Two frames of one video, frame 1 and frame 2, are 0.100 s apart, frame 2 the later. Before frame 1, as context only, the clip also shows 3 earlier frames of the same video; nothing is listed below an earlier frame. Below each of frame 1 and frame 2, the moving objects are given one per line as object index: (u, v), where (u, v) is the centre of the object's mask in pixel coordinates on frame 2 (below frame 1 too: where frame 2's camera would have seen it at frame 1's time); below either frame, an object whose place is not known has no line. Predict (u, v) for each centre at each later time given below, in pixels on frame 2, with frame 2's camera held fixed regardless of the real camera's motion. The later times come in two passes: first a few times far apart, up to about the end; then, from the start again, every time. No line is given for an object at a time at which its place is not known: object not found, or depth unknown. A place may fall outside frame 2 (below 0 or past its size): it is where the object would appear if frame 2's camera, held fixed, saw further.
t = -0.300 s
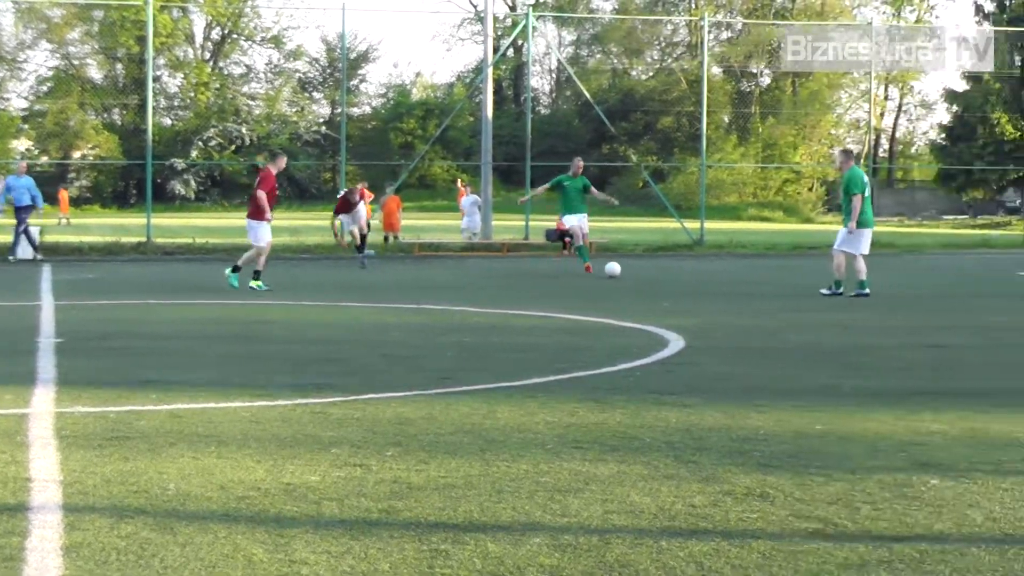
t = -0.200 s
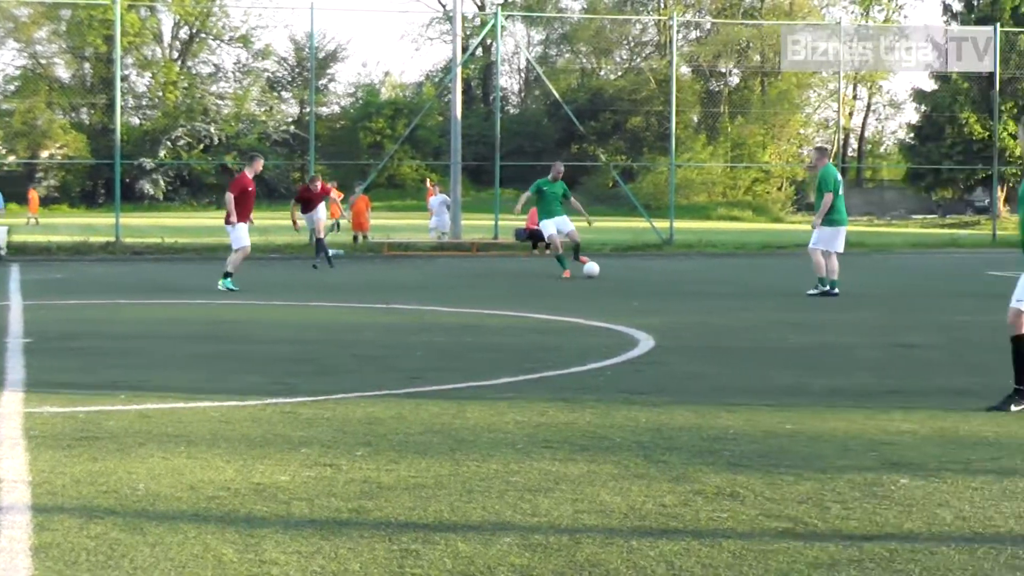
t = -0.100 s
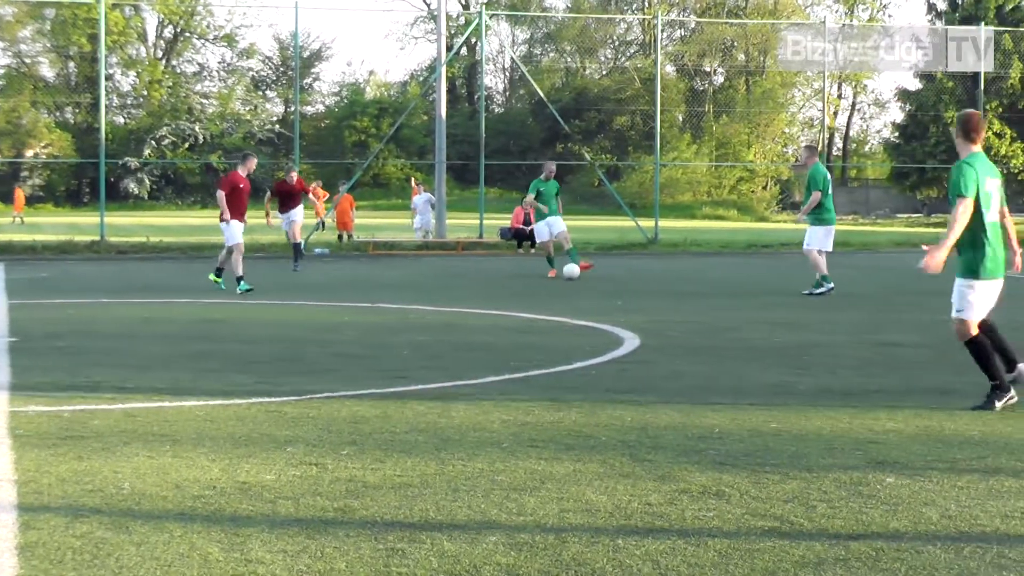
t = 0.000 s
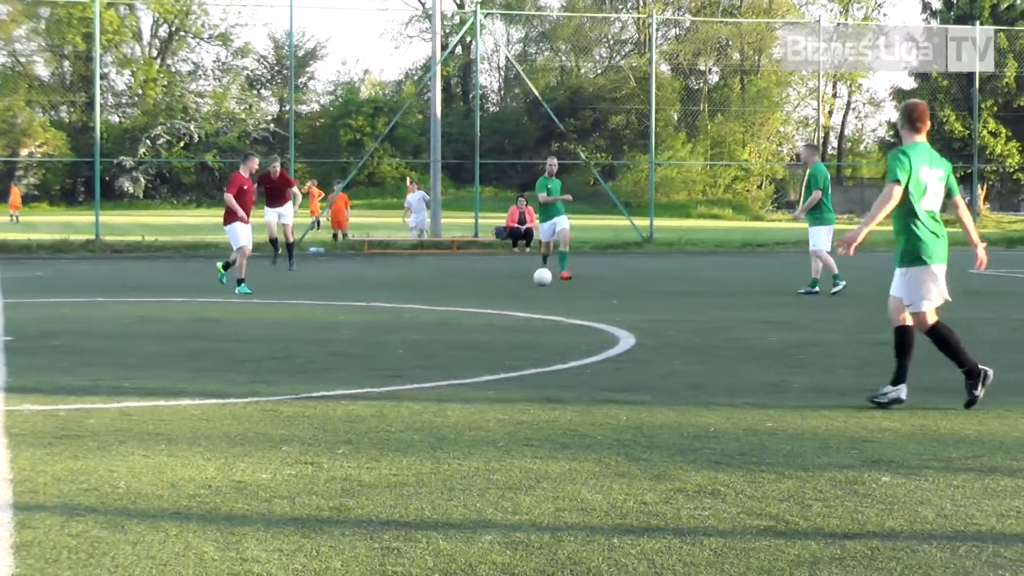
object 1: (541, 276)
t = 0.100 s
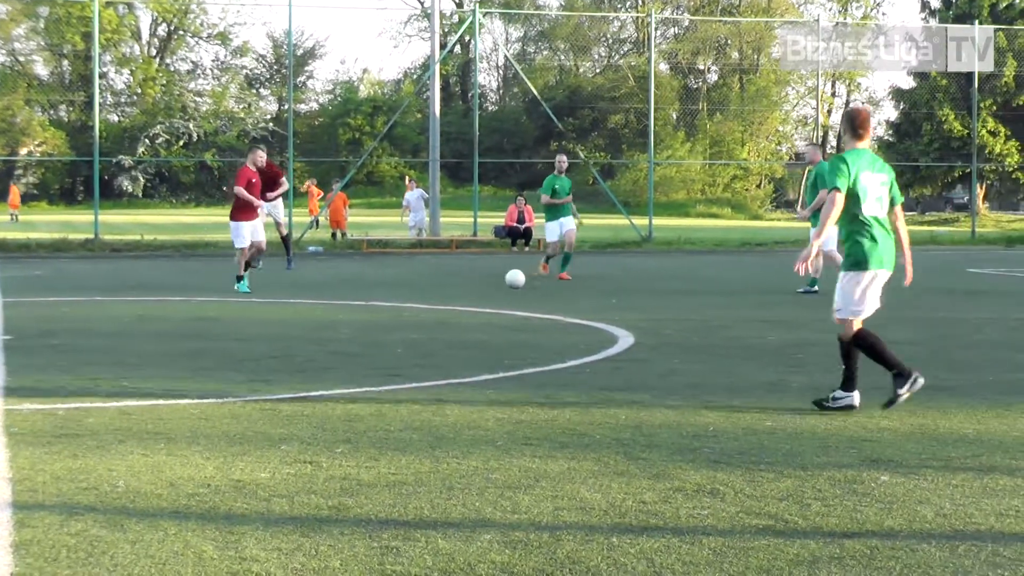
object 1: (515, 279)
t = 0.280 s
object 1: (459, 294)
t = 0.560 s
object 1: (359, 300)
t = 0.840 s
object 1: (234, 321)
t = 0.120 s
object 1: (509, 280)
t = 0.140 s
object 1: (503, 281)
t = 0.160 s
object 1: (497, 283)
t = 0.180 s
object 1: (491, 285)
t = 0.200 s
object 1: (485, 288)
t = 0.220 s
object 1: (478, 291)
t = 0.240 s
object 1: (471, 296)
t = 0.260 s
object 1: (464, 297)
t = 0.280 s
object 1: (459, 294)
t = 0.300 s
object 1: (453, 291)
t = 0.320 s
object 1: (447, 289)
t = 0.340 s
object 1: (440, 287)
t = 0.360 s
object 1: (434, 286)
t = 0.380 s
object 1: (427, 284)
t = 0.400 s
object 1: (420, 284)
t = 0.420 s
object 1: (413, 284)
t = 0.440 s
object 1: (406, 284)
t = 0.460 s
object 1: (399, 285)
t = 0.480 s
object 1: (391, 287)
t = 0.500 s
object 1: (383, 289)
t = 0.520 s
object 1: (375, 292)
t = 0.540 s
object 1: (367, 296)
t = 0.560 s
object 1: (359, 300)
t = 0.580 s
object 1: (350, 304)
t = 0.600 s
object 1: (341, 310)
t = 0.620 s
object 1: (332, 316)
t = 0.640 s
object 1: (322, 322)
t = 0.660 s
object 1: (313, 331)
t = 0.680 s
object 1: (305, 330)
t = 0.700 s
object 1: (297, 327)
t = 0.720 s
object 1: (288, 324)
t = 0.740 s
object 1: (280, 322)
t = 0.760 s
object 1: (271, 321)
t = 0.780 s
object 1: (262, 320)
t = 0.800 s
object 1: (253, 319)
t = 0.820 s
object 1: (244, 320)
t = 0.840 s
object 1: (234, 321)
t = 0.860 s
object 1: (224, 322)
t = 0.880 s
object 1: (214, 325)
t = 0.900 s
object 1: (204, 328)
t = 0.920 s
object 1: (193, 332)
